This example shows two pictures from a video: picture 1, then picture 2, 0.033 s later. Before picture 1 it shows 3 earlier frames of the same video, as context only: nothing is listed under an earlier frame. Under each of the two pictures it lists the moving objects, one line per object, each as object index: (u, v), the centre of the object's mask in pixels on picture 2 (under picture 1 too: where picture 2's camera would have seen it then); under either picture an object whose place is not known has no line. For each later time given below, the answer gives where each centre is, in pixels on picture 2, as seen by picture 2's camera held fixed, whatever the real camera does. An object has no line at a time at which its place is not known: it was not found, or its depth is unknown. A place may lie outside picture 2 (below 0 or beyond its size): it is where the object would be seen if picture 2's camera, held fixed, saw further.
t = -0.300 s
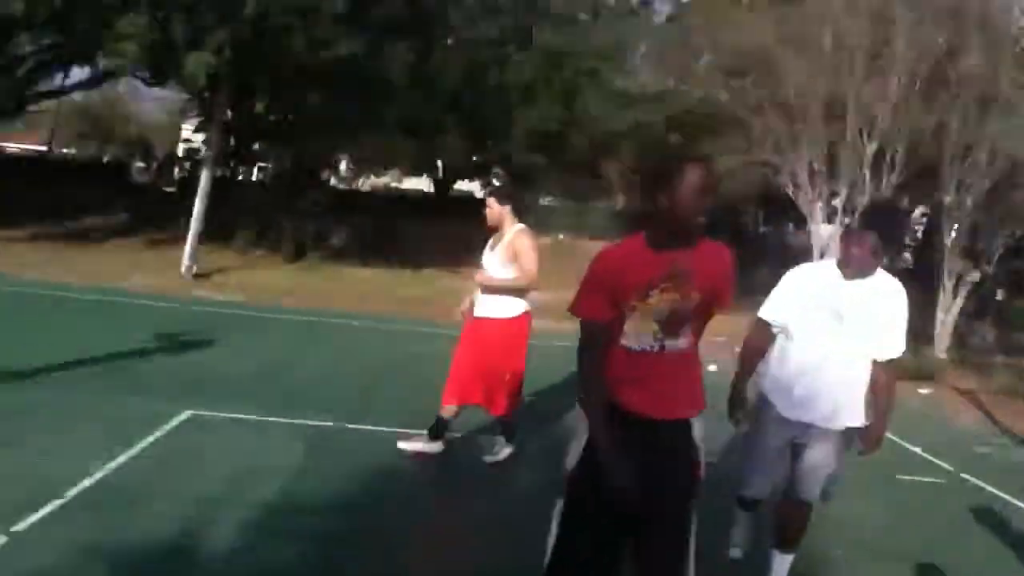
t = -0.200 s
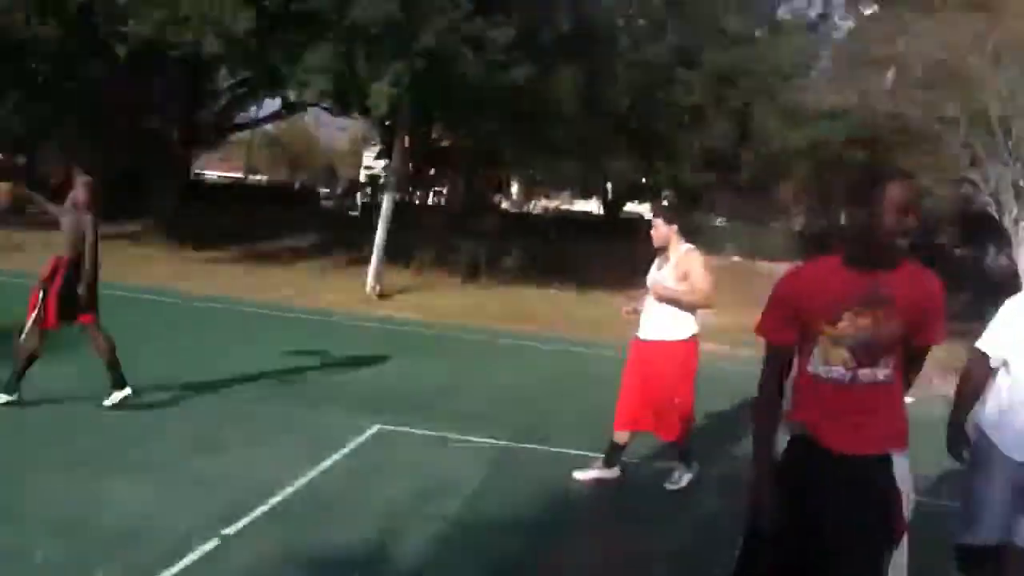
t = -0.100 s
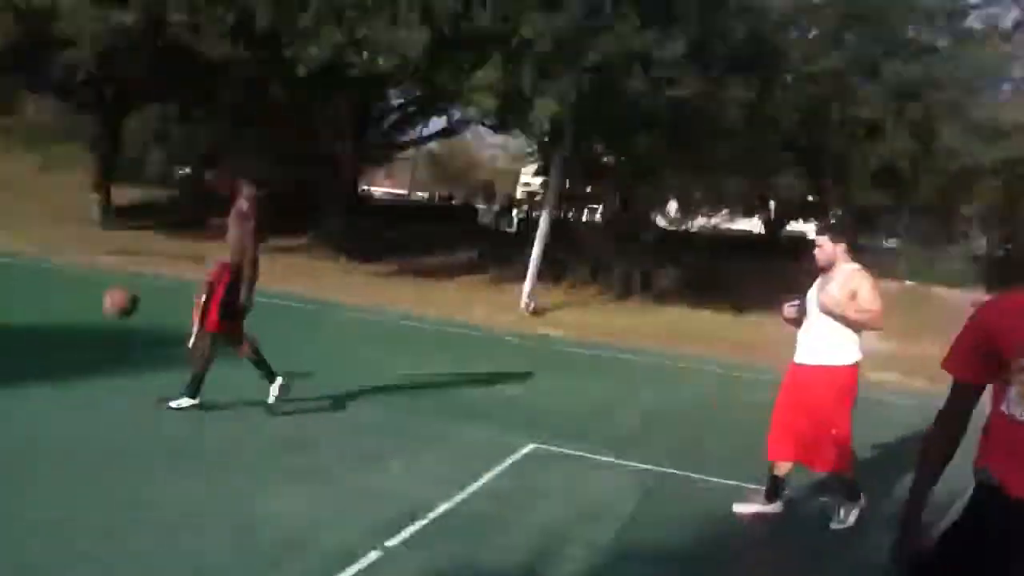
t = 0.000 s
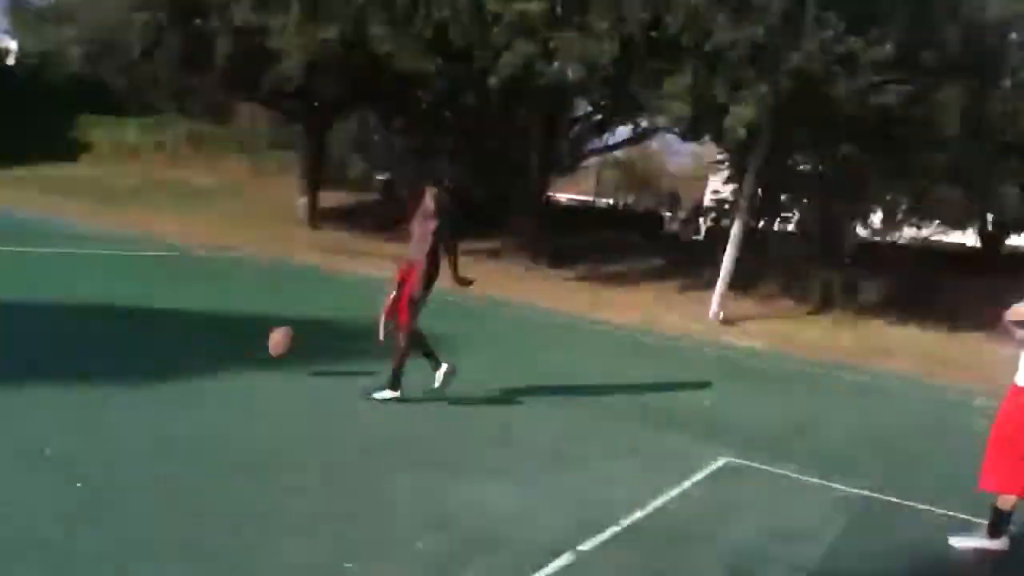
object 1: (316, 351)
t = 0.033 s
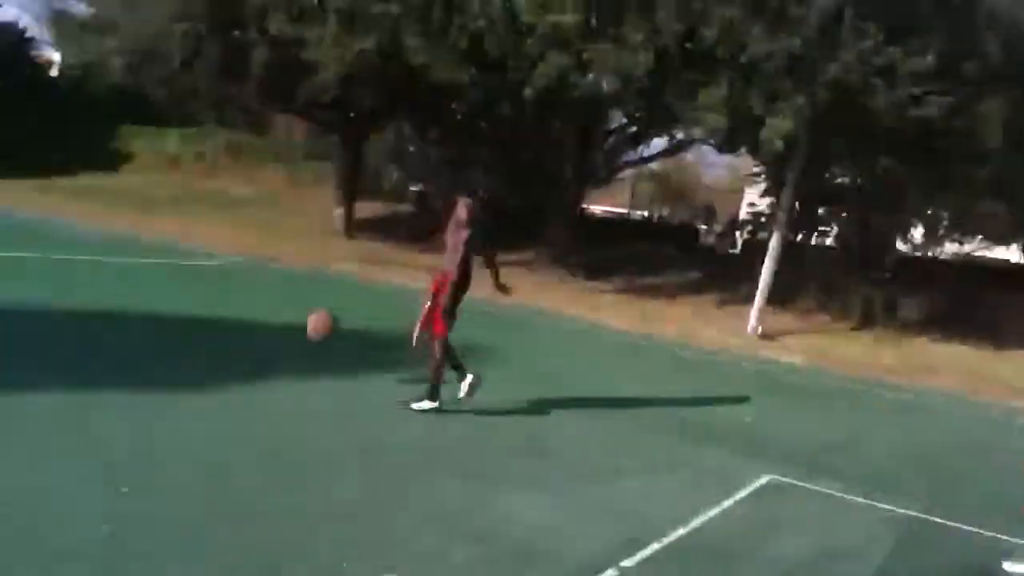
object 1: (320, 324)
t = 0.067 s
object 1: (323, 299)
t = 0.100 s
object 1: (324, 276)
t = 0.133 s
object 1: (324, 254)
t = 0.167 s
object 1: (321, 234)
